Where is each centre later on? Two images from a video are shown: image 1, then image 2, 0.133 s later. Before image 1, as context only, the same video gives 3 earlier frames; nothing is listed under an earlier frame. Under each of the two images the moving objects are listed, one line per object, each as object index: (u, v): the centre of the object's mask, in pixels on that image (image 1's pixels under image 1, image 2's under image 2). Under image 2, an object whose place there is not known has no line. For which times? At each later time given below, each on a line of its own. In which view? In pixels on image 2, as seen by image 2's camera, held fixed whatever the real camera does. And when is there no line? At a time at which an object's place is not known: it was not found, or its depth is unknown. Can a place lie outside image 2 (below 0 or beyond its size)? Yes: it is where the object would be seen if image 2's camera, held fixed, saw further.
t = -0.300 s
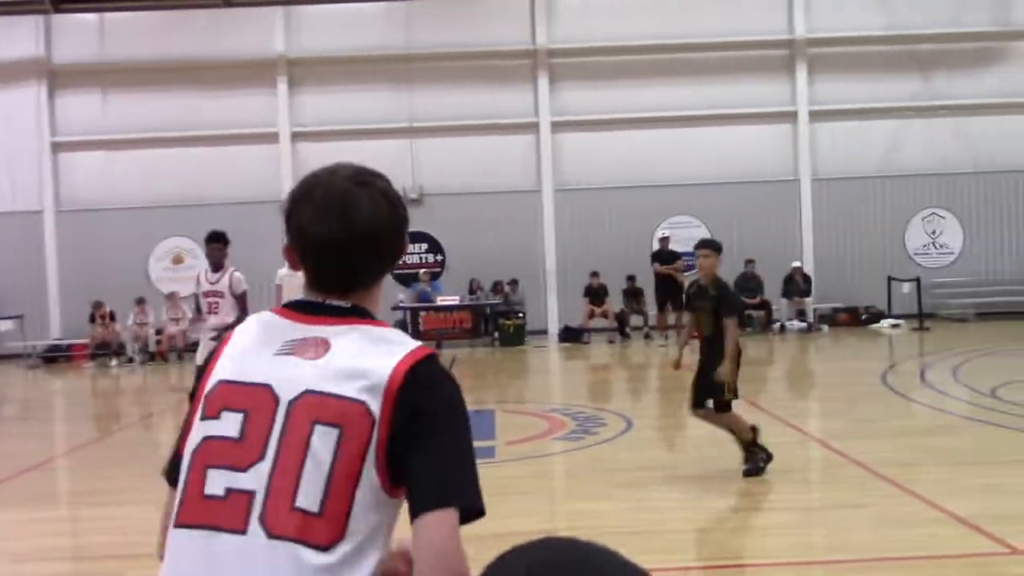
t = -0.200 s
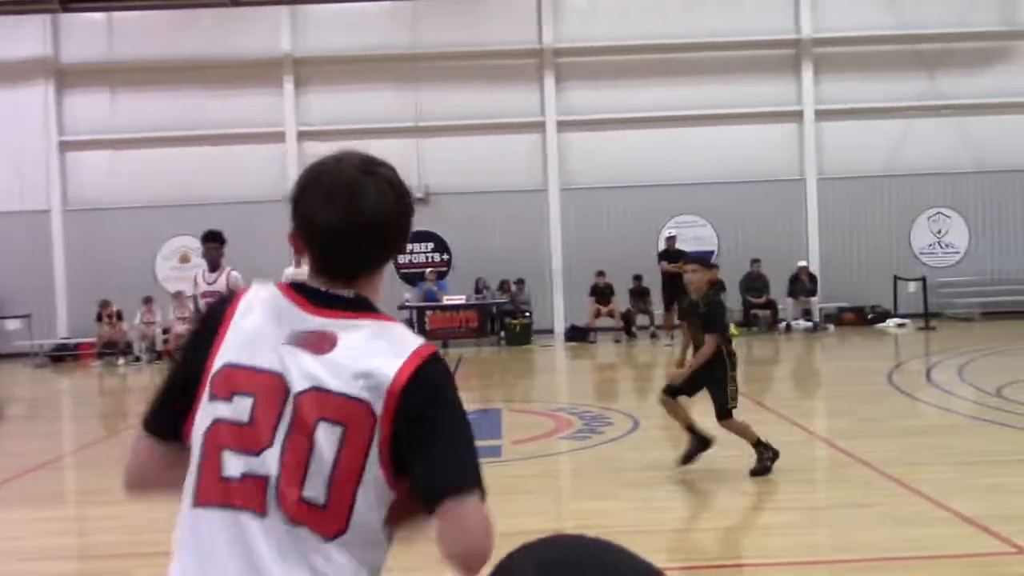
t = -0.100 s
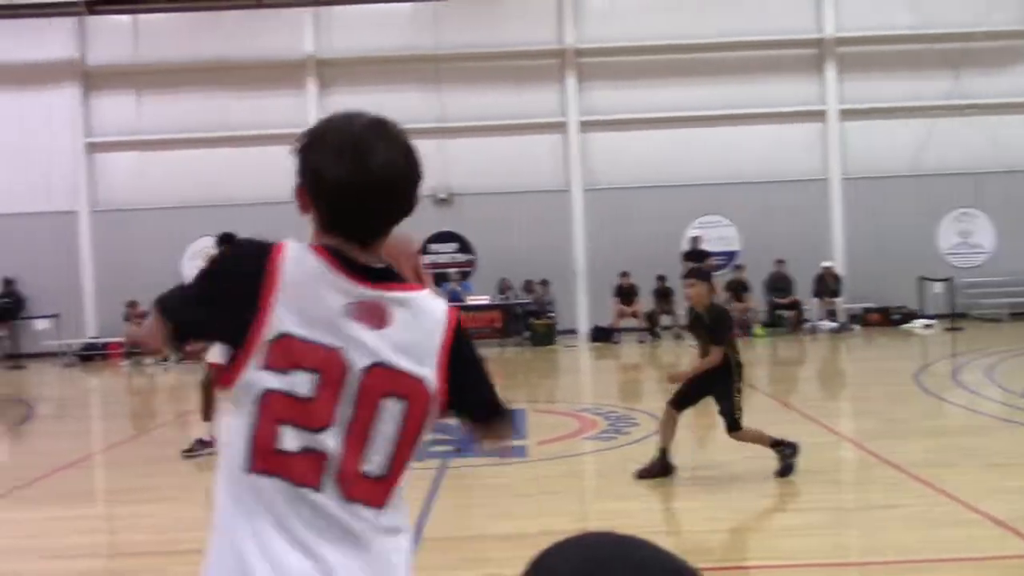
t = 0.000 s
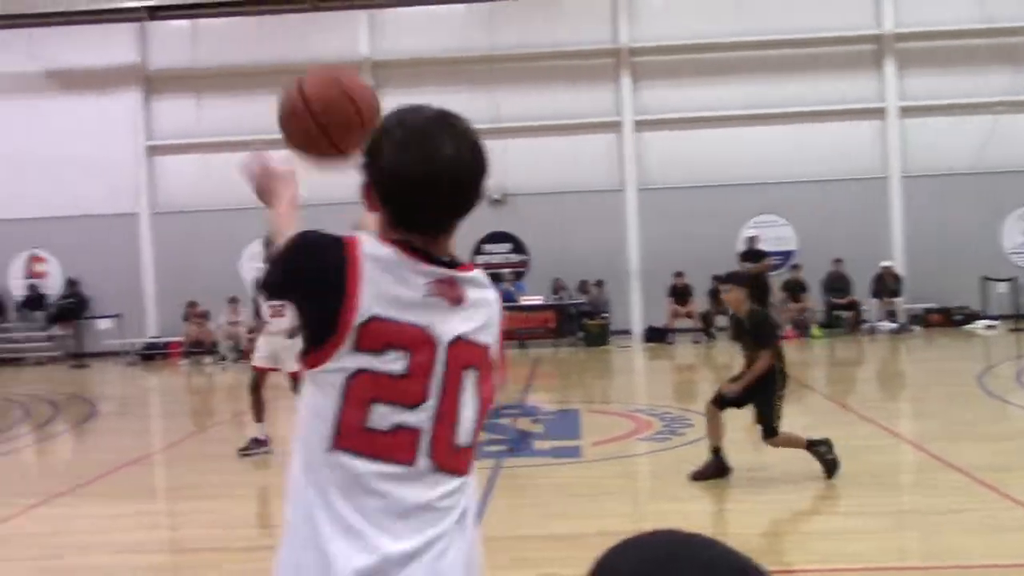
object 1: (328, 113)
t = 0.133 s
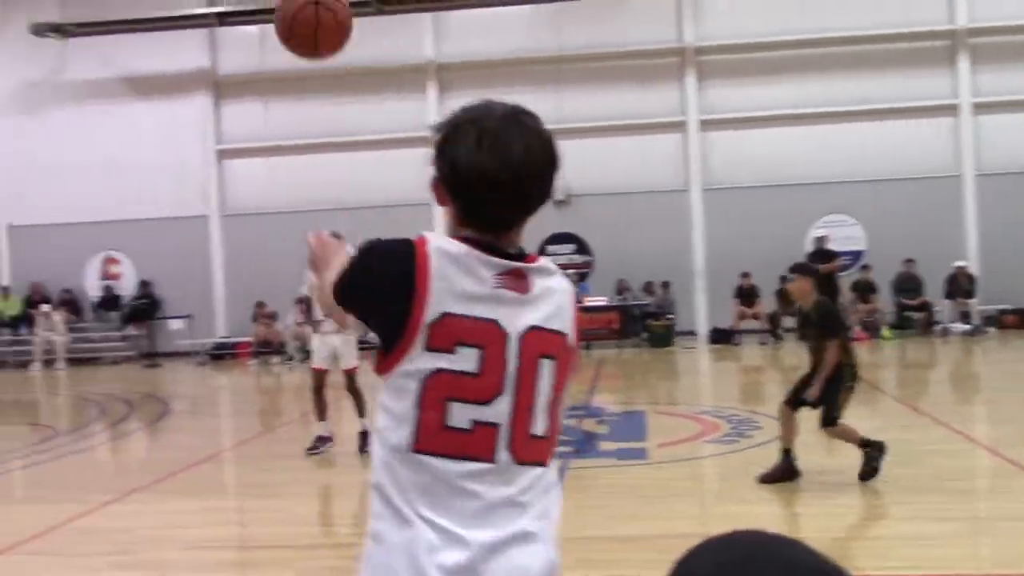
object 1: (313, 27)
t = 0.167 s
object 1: (297, 22)
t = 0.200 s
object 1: (283, 16)
